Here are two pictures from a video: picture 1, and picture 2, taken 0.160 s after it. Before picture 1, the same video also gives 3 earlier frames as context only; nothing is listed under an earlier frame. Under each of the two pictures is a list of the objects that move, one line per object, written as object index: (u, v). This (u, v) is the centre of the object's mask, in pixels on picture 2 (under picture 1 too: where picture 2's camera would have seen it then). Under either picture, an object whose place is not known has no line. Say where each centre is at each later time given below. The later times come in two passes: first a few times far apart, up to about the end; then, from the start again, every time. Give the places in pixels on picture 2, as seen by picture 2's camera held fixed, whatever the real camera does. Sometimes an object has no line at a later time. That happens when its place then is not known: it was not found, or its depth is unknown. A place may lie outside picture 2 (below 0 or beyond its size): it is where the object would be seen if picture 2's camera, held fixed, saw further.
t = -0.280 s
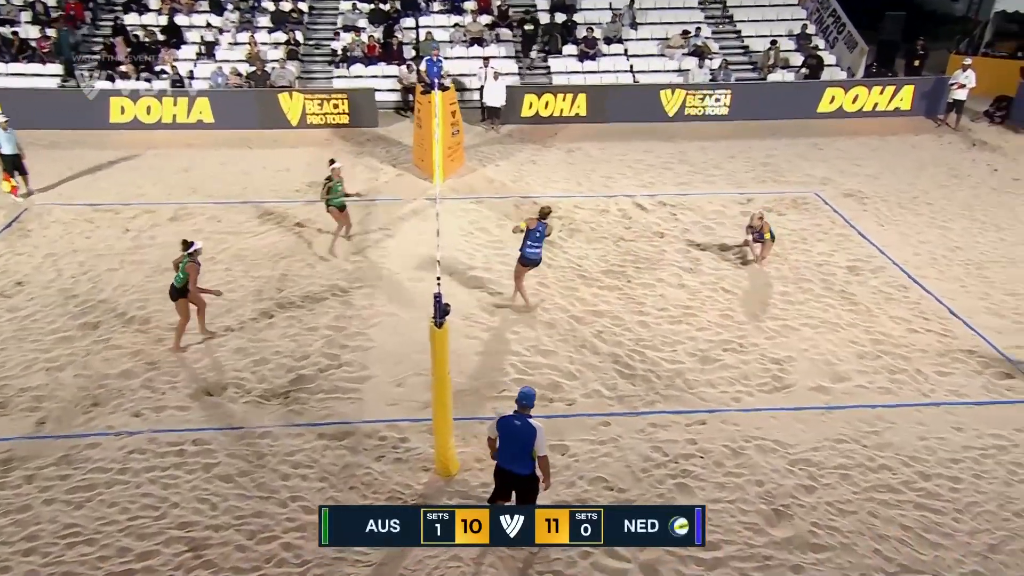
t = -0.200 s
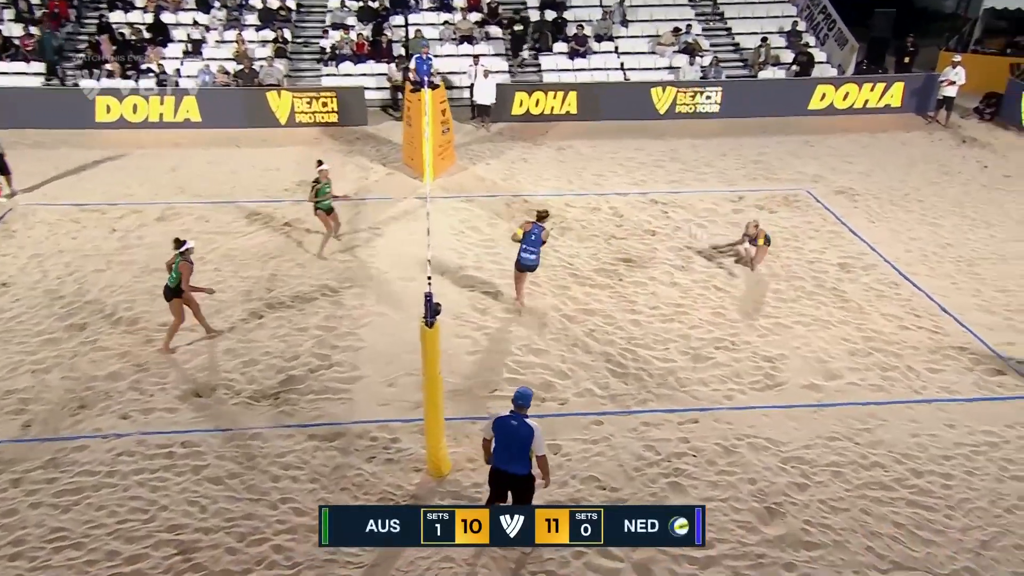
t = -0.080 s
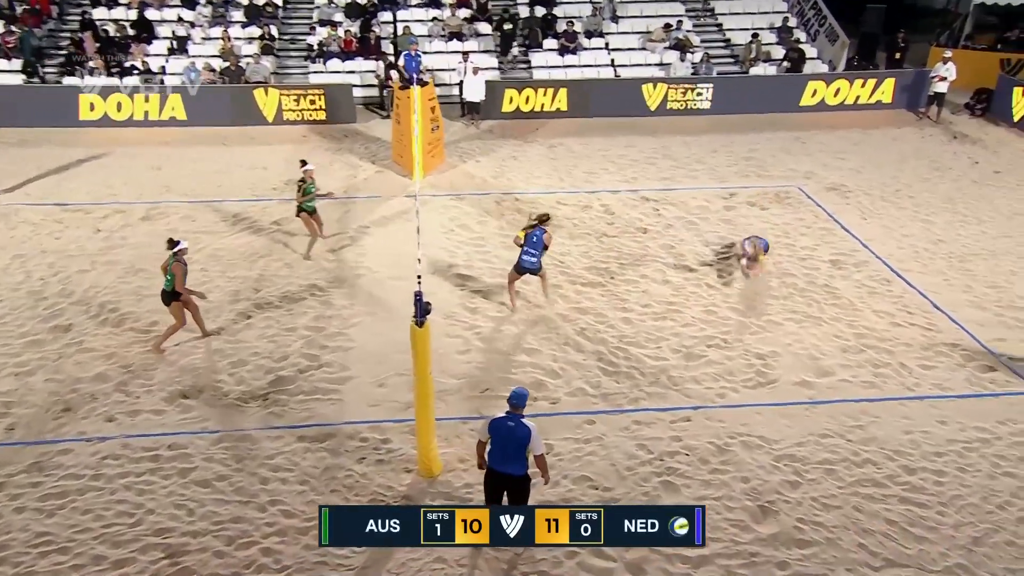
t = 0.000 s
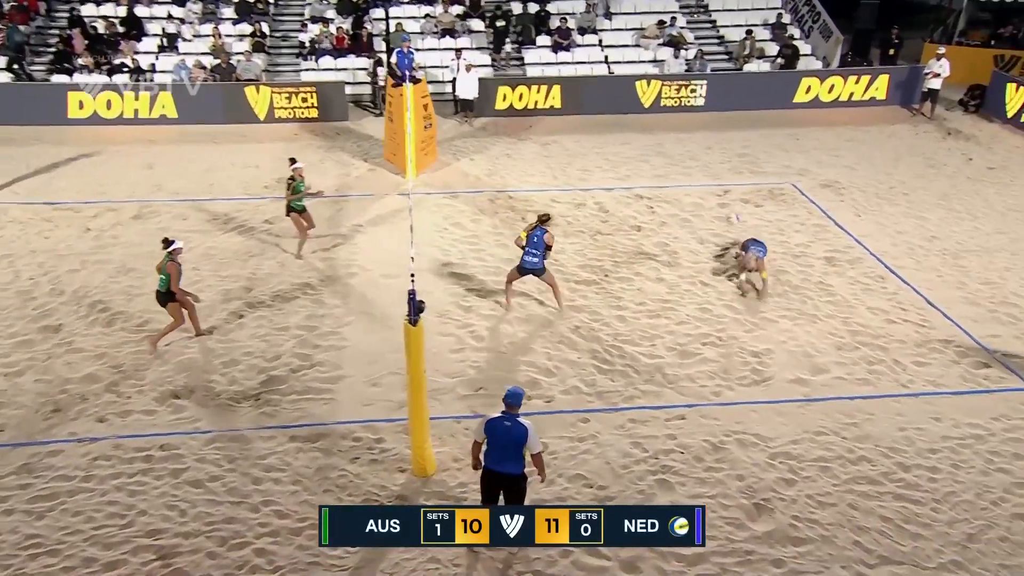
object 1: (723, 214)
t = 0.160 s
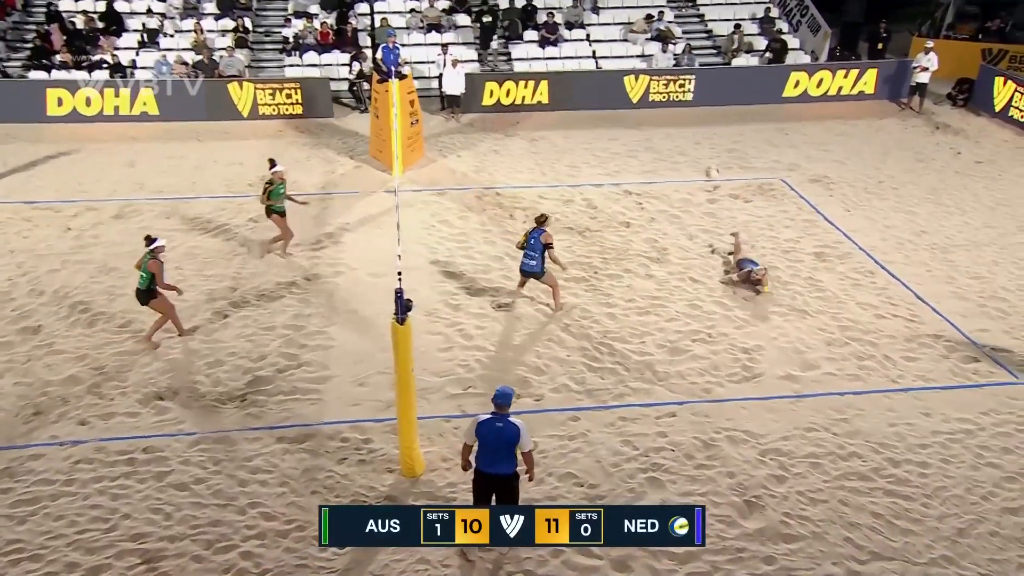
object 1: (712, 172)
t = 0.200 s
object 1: (710, 164)
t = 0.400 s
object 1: (695, 135)
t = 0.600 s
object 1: (680, 130)
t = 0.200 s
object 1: (710, 164)
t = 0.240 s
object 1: (707, 155)
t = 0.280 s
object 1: (705, 150)
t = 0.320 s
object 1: (701, 144)
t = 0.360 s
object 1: (699, 140)
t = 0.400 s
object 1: (695, 135)
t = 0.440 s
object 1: (694, 132)
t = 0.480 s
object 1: (690, 132)
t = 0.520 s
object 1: (687, 131)
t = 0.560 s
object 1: (683, 131)
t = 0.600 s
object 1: (680, 130)
